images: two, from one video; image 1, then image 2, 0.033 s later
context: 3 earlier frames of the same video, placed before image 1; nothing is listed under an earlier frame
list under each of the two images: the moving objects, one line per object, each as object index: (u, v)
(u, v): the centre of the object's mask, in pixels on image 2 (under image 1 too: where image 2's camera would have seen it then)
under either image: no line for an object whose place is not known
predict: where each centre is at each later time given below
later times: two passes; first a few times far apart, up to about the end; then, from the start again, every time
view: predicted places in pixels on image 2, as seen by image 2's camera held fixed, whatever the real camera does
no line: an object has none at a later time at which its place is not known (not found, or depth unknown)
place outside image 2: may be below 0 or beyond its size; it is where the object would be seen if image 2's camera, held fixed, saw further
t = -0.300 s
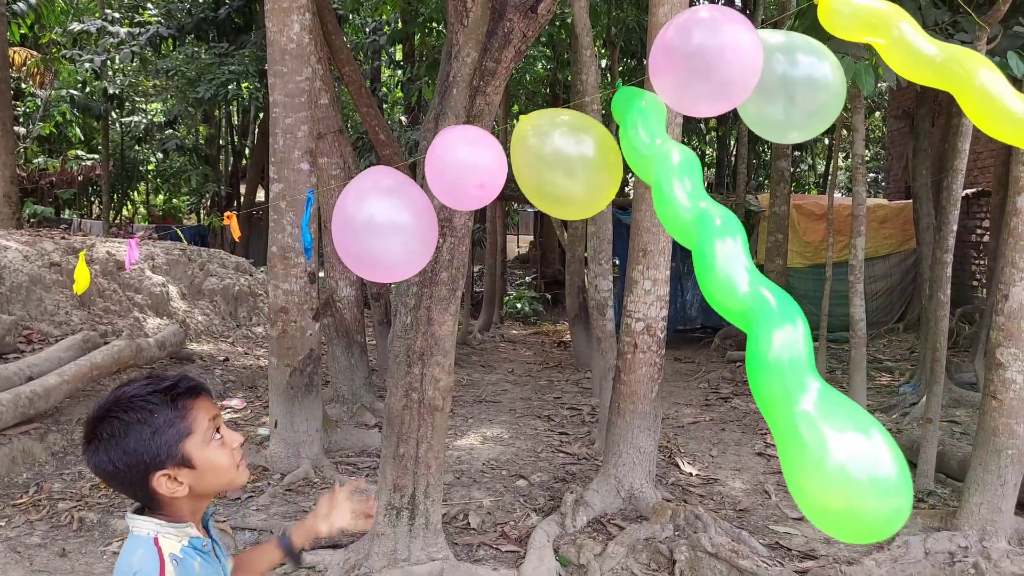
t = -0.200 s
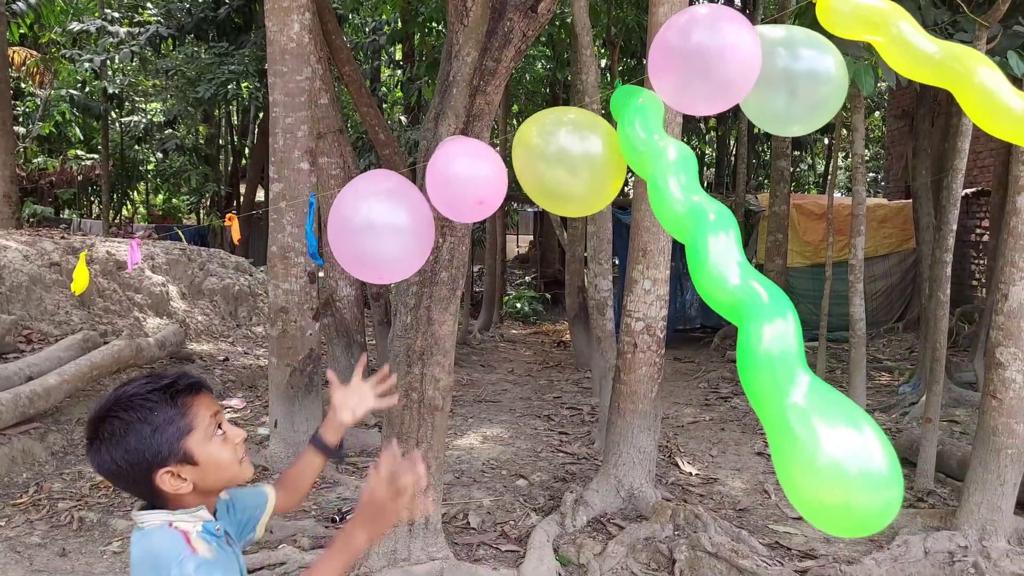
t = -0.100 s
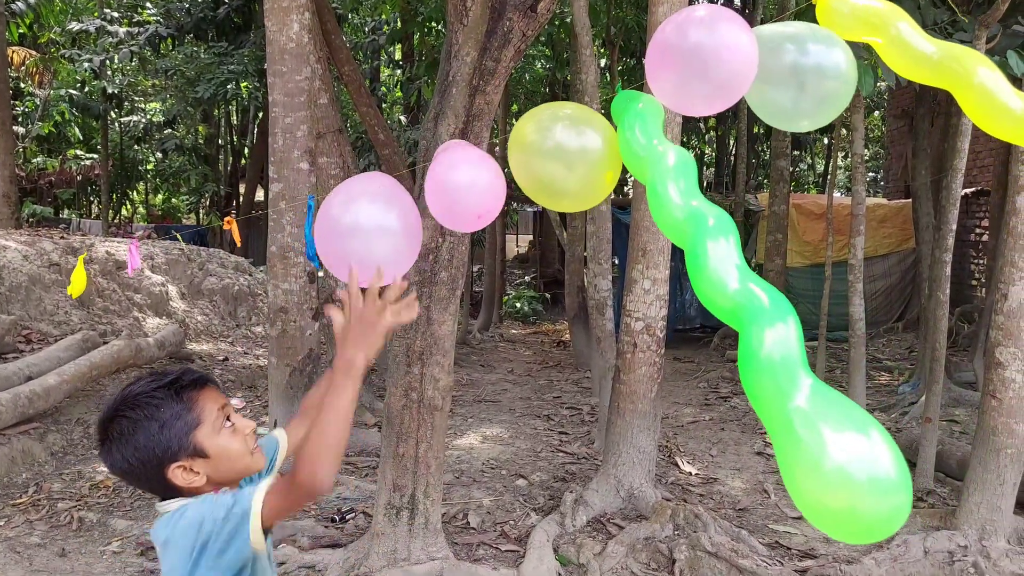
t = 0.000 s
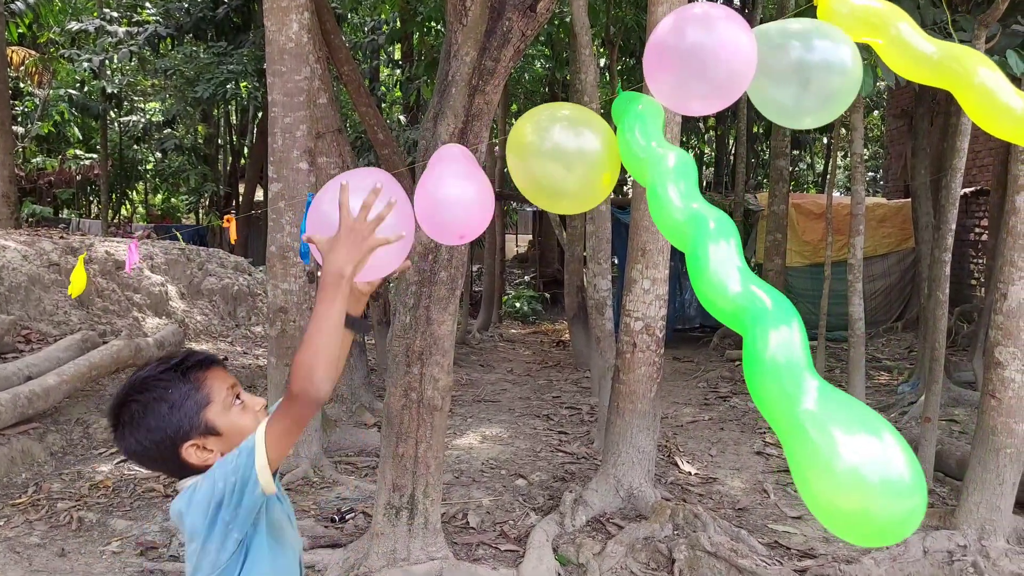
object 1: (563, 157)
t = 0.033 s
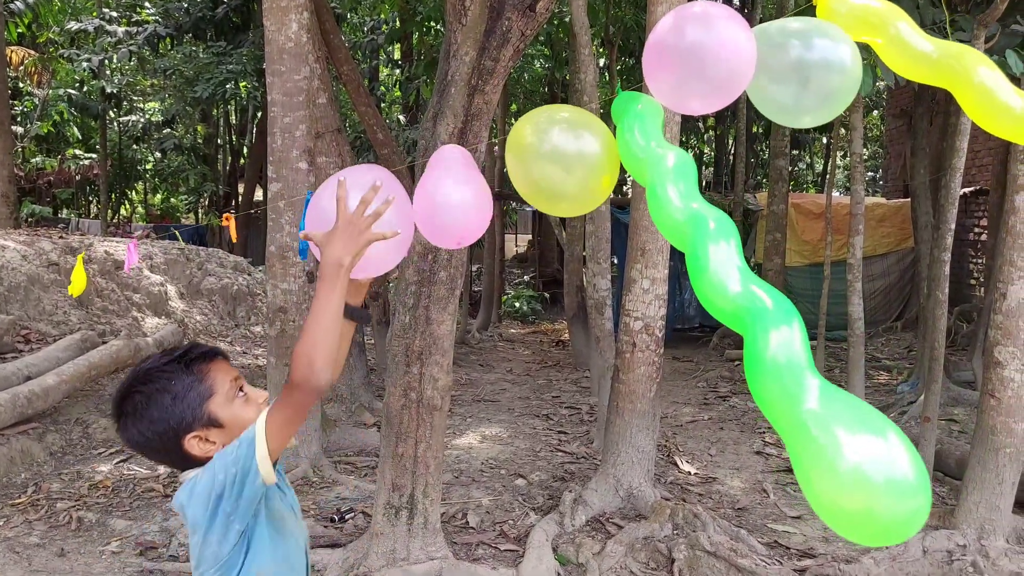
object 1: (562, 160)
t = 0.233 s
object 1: (561, 159)
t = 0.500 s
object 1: (569, 173)
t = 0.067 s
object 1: (561, 162)
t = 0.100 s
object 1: (559, 164)
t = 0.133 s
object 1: (556, 165)
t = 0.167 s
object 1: (557, 163)
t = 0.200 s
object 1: (559, 160)
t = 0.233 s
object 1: (561, 159)
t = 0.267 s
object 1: (564, 160)
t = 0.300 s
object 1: (568, 164)
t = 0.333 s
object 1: (570, 166)
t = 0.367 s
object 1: (565, 165)
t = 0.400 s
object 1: (563, 164)
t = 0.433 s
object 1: (566, 168)
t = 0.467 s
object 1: (569, 172)
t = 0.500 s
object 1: (569, 173)
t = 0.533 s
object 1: (569, 171)
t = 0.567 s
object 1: (567, 170)
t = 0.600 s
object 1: (567, 171)
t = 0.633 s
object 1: (568, 174)
